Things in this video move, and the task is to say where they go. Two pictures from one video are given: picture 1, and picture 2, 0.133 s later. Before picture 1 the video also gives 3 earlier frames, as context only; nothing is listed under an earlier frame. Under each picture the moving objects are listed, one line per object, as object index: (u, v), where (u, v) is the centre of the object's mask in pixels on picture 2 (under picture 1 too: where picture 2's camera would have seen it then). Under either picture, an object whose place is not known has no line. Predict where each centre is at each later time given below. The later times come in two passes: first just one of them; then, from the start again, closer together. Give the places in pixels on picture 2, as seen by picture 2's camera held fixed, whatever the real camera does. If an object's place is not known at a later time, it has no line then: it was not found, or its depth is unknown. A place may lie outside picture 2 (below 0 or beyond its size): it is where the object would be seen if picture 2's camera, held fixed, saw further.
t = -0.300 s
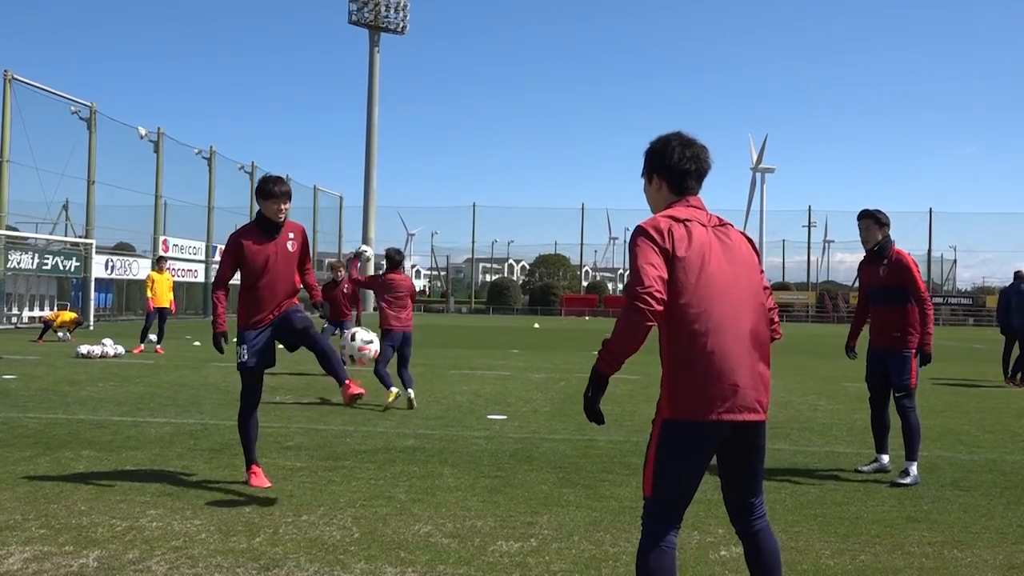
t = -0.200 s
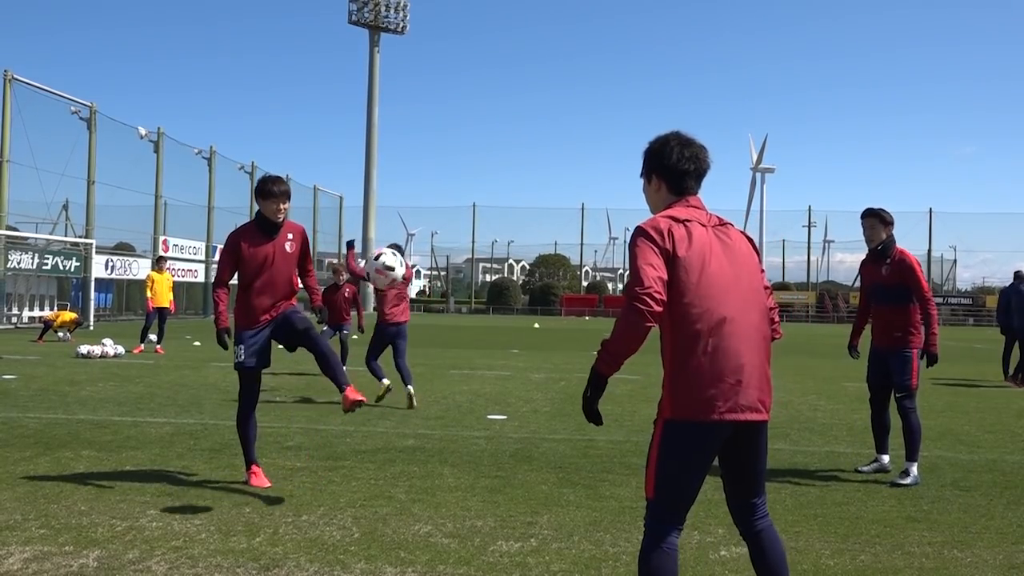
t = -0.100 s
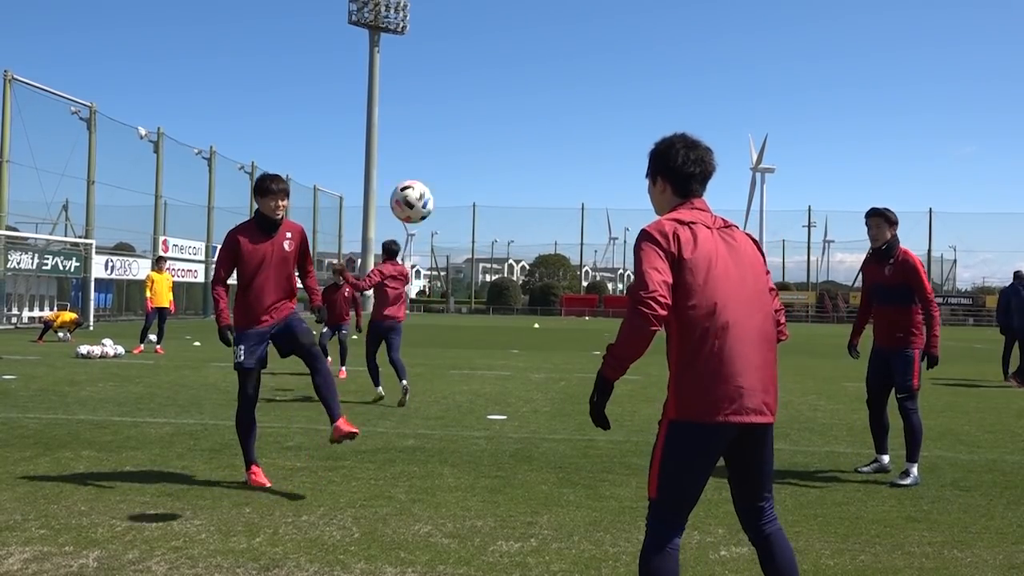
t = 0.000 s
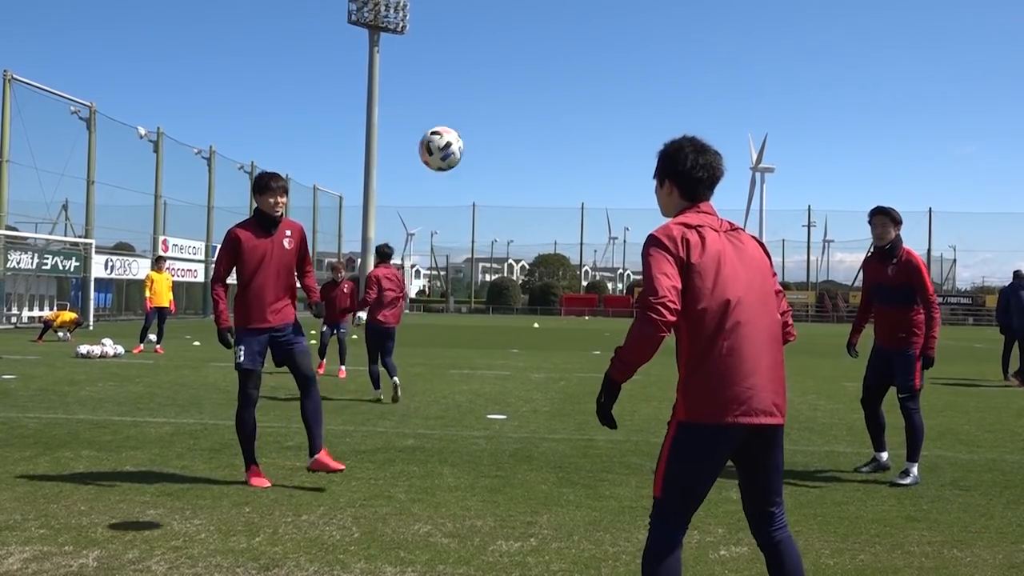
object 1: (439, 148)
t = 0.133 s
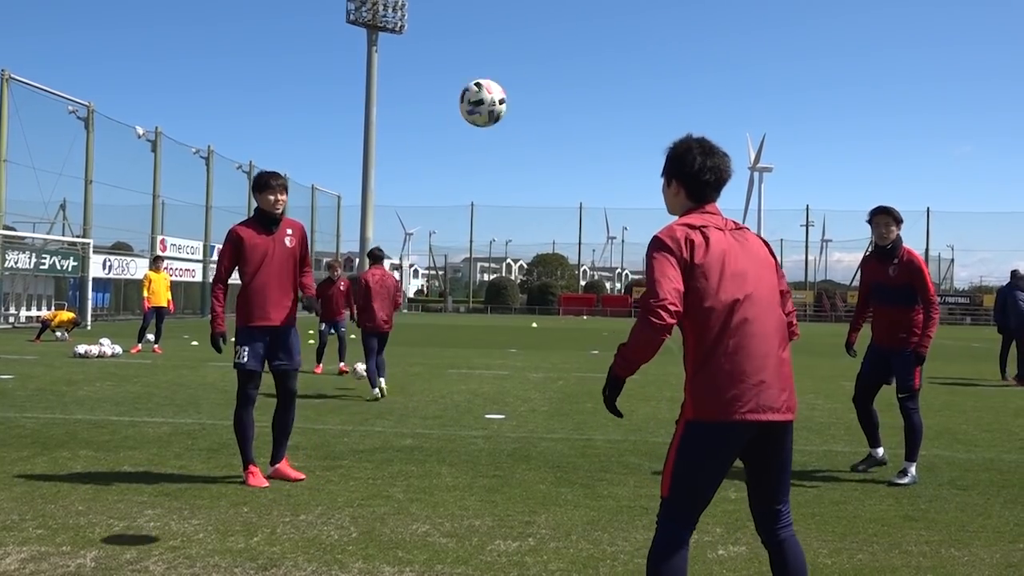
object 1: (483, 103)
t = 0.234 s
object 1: (519, 90)
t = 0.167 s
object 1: (495, 97)
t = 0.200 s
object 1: (506, 92)
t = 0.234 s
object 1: (519, 90)
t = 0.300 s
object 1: (545, 94)
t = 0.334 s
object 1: (558, 100)
